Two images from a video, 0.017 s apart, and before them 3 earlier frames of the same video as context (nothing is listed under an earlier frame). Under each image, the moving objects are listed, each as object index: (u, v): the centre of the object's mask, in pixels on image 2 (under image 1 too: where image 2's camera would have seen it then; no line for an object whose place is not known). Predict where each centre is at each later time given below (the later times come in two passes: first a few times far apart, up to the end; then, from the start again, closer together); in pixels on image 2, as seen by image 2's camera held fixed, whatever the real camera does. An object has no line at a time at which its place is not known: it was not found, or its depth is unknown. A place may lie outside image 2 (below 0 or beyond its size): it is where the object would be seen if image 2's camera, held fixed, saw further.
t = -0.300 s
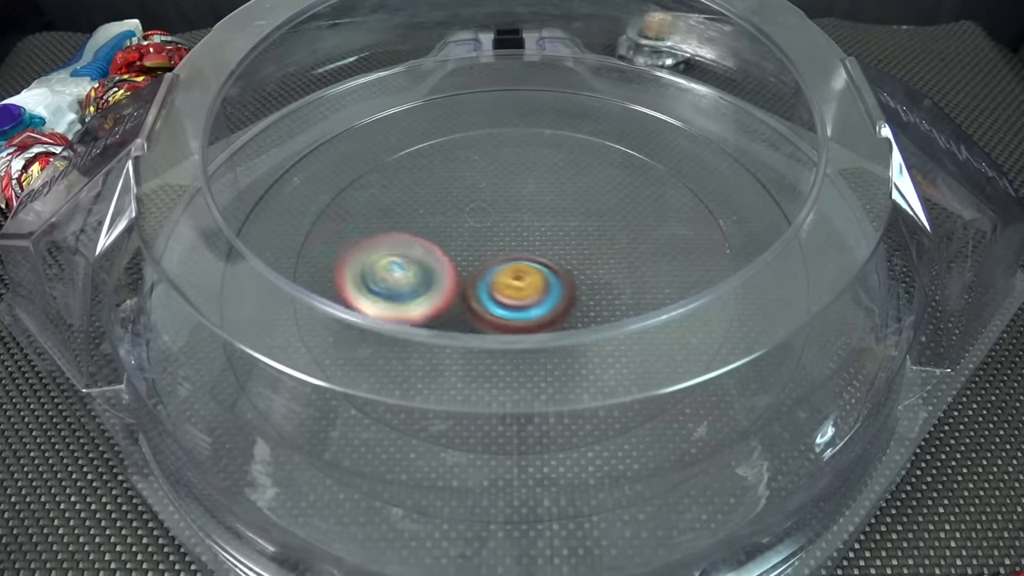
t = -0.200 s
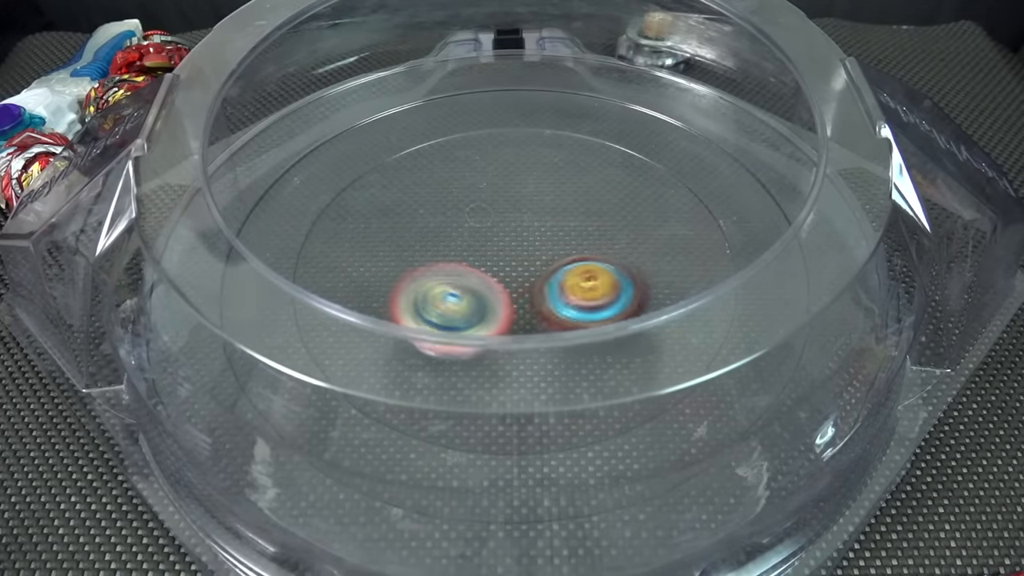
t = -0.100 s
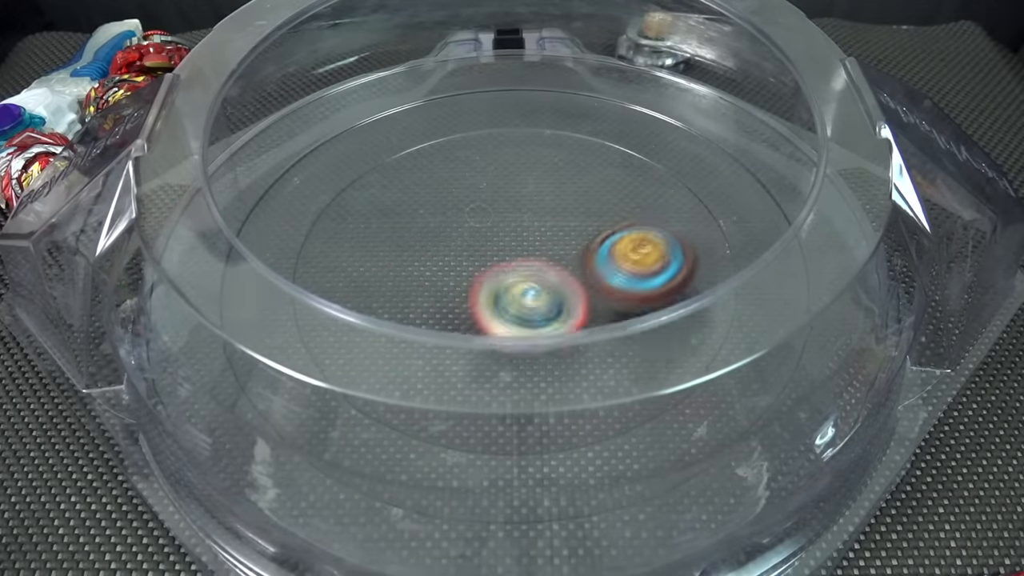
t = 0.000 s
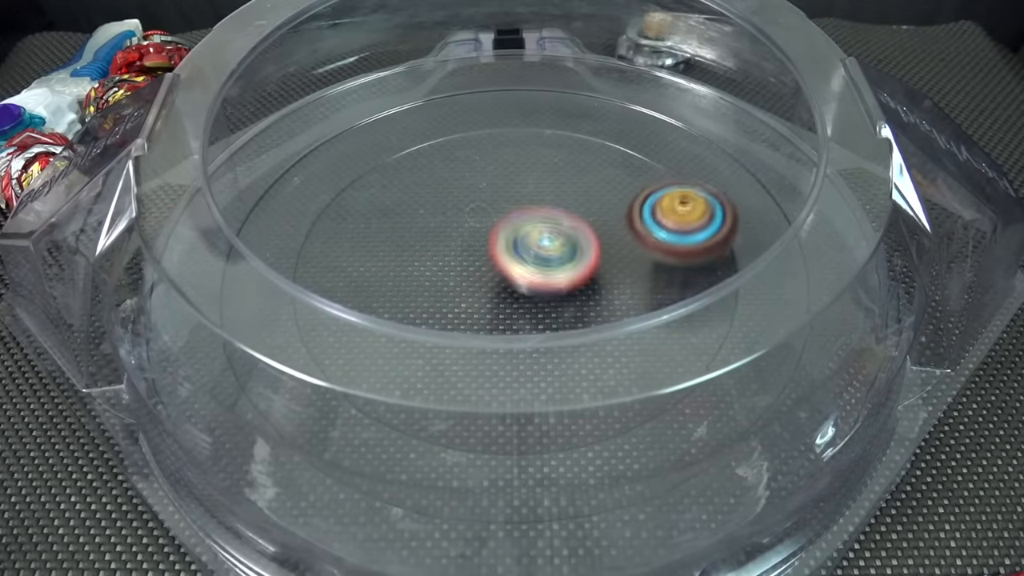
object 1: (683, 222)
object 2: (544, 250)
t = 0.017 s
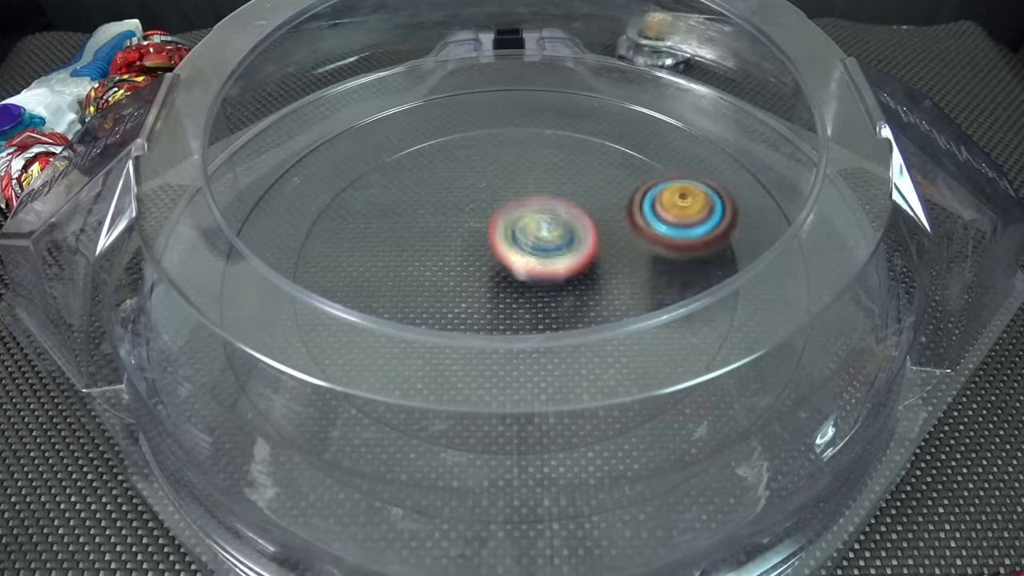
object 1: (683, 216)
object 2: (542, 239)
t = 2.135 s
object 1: (539, 270)
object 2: (785, 191)
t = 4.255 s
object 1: (507, 262)
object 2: (707, 258)
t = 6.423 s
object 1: (522, 269)
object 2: (508, 142)
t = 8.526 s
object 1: (512, 270)
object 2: (400, 284)
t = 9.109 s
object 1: (488, 266)
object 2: (566, 172)
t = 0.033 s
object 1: (682, 210)
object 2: (539, 226)
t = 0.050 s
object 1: (678, 205)
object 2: (534, 216)
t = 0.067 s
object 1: (673, 200)
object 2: (527, 205)
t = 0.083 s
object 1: (667, 197)
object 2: (519, 196)
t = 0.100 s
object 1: (658, 192)
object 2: (510, 188)
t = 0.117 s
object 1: (650, 189)
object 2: (501, 181)
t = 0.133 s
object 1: (641, 185)
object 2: (489, 174)
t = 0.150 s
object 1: (631, 183)
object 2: (478, 169)
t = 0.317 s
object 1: (515, 197)
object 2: (344, 180)
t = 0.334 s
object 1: (504, 202)
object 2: (332, 187)
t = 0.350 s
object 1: (491, 207)
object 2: (321, 196)
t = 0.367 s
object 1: (481, 213)
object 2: (313, 206)
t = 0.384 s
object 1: (473, 219)
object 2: (306, 218)
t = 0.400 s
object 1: (465, 227)
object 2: (303, 231)
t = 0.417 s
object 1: (459, 234)
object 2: (302, 246)
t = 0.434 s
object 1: (455, 241)
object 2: (303, 261)
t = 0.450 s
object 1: (453, 249)
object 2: (308, 277)
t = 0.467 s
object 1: (452, 256)
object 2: (316, 292)
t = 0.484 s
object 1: (452, 262)
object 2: (328, 308)
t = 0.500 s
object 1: (454, 270)
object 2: (342, 322)
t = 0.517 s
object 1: (457, 275)
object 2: (360, 336)
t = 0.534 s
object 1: (463, 279)
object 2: (381, 346)
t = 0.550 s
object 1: (469, 282)
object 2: (403, 358)
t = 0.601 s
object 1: (486, 288)
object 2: (479, 372)
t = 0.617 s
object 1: (491, 291)
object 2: (505, 373)
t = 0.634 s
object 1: (499, 289)
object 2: (532, 377)
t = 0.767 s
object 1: (555, 265)
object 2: (703, 316)
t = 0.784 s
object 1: (559, 262)
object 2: (717, 302)
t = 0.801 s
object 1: (562, 259)
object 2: (726, 286)
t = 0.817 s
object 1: (562, 256)
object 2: (733, 270)
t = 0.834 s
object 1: (562, 253)
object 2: (738, 252)
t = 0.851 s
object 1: (561, 251)
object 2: (740, 234)
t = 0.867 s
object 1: (558, 248)
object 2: (737, 216)
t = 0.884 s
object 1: (555, 246)
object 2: (739, 201)
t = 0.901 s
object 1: (550, 244)
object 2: (739, 187)
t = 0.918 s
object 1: (545, 243)
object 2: (736, 173)
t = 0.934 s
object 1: (540, 242)
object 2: (735, 162)
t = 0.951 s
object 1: (533, 242)
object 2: (731, 147)
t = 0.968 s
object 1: (527, 243)
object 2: (729, 137)
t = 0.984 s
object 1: (520, 244)
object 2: (726, 125)
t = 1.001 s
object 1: (514, 246)
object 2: (716, 114)
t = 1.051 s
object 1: (497, 253)
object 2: (680, 93)
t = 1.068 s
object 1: (492, 256)
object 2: (665, 87)
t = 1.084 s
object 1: (488, 259)
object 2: (648, 82)
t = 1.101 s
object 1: (486, 263)
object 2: (630, 77)
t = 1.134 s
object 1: (483, 270)
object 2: (593, 69)
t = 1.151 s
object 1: (484, 273)
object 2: (573, 65)
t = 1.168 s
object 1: (485, 275)
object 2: (552, 64)
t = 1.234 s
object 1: (494, 283)
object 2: (460, 67)
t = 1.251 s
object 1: (497, 284)
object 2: (436, 72)
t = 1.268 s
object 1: (500, 286)
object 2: (411, 78)
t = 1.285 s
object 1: (503, 287)
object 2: (386, 86)
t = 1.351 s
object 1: (520, 288)
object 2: (296, 145)
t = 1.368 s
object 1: (526, 289)
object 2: (278, 162)
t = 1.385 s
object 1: (531, 288)
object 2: (262, 178)
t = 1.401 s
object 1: (538, 288)
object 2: (249, 198)
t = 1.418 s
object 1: (542, 286)
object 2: (237, 214)
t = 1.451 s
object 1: (550, 282)
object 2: (221, 252)
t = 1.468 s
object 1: (554, 279)
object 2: (220, 272)
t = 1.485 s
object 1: (556, 276)
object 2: (221, 291)
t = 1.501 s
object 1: (557, 273)
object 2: (226, 313)
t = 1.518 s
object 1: (557, 270)
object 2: (235, 332)
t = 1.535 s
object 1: (555, 267)
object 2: (245, 348)
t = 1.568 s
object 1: (549, 262)
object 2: (267, 382)
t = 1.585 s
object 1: (545, 259)
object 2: (282, 397)
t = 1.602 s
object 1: (540, 258)
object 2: (296, 412)
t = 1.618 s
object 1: (535, 257)
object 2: (312, 425)
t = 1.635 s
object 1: (529, 257)
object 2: (332, 439)
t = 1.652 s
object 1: (523, 257)
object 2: (352, 452)
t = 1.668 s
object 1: (518, 258)
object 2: (371, 461)
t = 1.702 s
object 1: (508, 261)
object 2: (420, 479)
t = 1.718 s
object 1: (504, 264)
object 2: (446, 482)
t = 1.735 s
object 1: (500, 266)
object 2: (474, 486)
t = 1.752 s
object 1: (498, 269)
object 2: (502, 487)
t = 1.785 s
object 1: (494, 276)
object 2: (559, 483)
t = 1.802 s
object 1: (493, 280)
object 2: (586, 480)
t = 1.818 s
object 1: (494, 283)
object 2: (614, 474)
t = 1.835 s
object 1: (495, 286)
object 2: (642, 467)
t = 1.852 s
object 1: (497, 289)
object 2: (668, 457)
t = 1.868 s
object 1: (500, 292)
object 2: (692, 444)
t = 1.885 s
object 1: (502, 293)
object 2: (712, 431)
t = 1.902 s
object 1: (506, 295)
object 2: (730, 415)
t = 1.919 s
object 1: (510, 296)
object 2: (749, 400)
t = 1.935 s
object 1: (515, 297)
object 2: (765, 385)
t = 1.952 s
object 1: (521, 296)
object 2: (778, 368)
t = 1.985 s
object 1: (530, 295)
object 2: (796, 334)
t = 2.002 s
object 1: (535, 294)
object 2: (801, 316)
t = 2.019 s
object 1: (539, 292)
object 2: (807, 300)
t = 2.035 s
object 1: (541, 289)
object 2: (809, 284)
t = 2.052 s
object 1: (543, 286)
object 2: (808, 266)
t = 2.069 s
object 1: (544, 283)
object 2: (806, 249)
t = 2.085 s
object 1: (544, 279)
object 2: (804, 234)
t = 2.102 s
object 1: (544, 276)
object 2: (799, 220)
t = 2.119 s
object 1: (542, 273)
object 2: (792, 205)
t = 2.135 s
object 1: (539, 270)
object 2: (785, 191)
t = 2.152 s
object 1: (536, 268)
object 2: (769, 177)
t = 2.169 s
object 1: (532, 266)
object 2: (765, 166)
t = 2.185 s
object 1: (529, 264)
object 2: (756, 156)
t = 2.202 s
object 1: (525, 264)
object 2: (743, 144)
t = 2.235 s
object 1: (517, 263)
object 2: (718, 125)
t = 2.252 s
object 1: (513, 264)
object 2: (704, 117)
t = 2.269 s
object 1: (508, 265)
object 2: (690, 110)
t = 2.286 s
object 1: (505, 267)
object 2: (674, 102)
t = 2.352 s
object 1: (495, 276)
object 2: (616, 82)
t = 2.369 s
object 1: (494, 278)
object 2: (603, 79)
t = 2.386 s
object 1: (494, 280)
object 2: (589, 77)
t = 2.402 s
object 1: (495, 283)
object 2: (579, 76)
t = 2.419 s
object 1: (495, 285)
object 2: (566, 74)
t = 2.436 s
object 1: (497, 286)
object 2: (556, 74)
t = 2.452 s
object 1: (499, 288)
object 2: (546, 73)
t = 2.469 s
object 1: (501, 289)
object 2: (537, 74)
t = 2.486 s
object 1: (503, 290)
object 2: (528, 76)
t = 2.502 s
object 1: (505, 291)
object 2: (519, 78)
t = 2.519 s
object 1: (507, 291)
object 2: (511, 81)
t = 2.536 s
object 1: (510, 291)
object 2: (502, 84)
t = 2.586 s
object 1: (518, 288)
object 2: (479, 95)
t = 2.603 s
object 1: (520, 287)
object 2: (472, 100)
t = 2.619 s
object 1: (522, 285)
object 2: (464, 106)
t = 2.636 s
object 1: (523, 283)
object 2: (456, 115)
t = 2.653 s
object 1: (524, 281)
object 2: (448, 123)
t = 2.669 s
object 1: (524, 278)
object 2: (439, 134)
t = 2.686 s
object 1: (525, 276)
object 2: (429, 144)
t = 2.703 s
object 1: (523, 273)
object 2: (419, 156)
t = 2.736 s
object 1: (520, 269)
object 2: (400, 181)
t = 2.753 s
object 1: (519, 267)
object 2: (392, 196)
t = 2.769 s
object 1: (516, 266)
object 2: (385, 210)
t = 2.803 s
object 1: (512, 264)
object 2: (377, 241)
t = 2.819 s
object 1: (509, 264)
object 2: (375, 258)
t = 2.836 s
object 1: (507, 265)
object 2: (378, 271)
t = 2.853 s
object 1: (504, 265)
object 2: (381, 287)
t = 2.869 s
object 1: (503, 266)
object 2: (387, 303)
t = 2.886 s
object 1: (501, 267)
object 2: (396, 318)
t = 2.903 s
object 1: (498, 269)
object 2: (409, 333)
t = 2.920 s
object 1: (497, 270)
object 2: (421, 347)
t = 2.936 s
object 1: (496, 272)
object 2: (438, 358)
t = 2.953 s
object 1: (495, 274)
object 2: (456, 369)
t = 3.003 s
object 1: (494, 278)
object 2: (518, 389)
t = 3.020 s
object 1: (494, 280)
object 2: (539, 393)
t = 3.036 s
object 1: (495, 281)
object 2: (563, 392)
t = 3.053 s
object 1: (497, 281)
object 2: (584, 391)
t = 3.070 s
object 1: (499, 282)
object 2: (606, 387)
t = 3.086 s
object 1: (501, 282)
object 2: (627, 383)
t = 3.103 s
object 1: (502, 282)
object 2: (647, 377)
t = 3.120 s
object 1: (504, 281)
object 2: (662, 365)
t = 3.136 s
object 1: (507, 280)
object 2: (679, 355)
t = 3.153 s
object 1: (507, 279)
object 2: (692, 344)
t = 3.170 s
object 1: (509, 278)
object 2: (705, 331)
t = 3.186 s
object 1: (510, 277)
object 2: (714, 317)
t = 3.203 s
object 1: (511, 276)
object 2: (723, 304)
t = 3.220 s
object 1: (511, 274)
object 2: (729, 291)
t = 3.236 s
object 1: (512, 273)
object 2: (733, 277)
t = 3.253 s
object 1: (512, 272)
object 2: (734, 263)
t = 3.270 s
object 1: (512, 272)
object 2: (733, 248)
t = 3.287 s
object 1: (512, 270)
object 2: (724, 232)
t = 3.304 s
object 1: (511, 270)
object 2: (724, 222)
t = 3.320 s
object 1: (511, 269)
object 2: (717, 211)
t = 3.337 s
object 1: (509, 268)
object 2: (708, 199)
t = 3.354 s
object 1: (509, 267)
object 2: (698, 189)
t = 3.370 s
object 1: (507, 267)
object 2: (687, 179)
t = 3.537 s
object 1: (501, 266)
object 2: (524, 137)
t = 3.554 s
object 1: (500, 267)
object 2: (506, 139)
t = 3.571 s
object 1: (499, 267)
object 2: (488, 142)
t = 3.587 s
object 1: (499, 267)
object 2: (471, 146)
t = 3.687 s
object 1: (500, 267)
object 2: (380, 198)
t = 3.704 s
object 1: (500, 267)
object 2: (369, 210)
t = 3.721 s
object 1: (500, 267)
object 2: (361, 223)
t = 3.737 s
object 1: (501, 267)
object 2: (354, 237)
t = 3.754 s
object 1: (501, 267)
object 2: (349, 251)
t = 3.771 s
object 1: (501, 267)
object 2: (348, 263)
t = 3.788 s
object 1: (502, 266)
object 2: (346, 279)
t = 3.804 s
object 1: (503, 266)
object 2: (347, 294)
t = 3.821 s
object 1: (504, 265)
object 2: (351, 309)
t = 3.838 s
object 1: (504, 266)
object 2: (357, 324)
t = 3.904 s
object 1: (505, 265)
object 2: (403, 380)
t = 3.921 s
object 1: (505, 265)
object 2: (419, 391)
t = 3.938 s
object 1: (505, 265)
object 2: (438, 398)
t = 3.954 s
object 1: (505, 264)
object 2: (459, 405)
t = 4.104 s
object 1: (506, 263)
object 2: (650, 382)
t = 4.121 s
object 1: (506, 263)
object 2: (665, 371)
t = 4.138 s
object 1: (506, 262)
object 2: (682, 360)
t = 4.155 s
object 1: (506, 262)
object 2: (689, 343)
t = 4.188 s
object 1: (506, 262)
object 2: (704, 314)
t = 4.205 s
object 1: (507, 262)
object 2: (708, 299)
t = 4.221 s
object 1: (507, 263)
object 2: (710, 285)
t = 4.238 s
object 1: (507, 262)
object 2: (710, 273)
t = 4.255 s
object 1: (507, 262)
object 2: (707, 258)
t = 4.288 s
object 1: (508, 262)
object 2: (698, 235)
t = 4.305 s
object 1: (508, 262)
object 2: (690, 223)
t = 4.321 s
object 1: (508, 262)
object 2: (680, 212)
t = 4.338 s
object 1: (508, 262)
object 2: (670, 202)
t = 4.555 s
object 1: (513, 259)
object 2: (458, 159)
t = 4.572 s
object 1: (513, 258)
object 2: (441, 164)
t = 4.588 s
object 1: (513, 258)
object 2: (425, 169)
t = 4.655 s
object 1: (513, 259)
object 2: (368, 201)
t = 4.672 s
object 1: (513, 258)
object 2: (358, 210)
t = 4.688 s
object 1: (513, 259)
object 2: (349, 222)
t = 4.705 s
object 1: (513, 259)
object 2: (341, 234)
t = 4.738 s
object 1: (513, 259)
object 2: (333, 256)
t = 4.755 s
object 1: (513, 259)
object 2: (329, 270)
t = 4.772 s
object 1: (514, 259)
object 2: (328, 284)
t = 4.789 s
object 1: (514, 259)
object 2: (329, 297)
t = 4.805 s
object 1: (514, 259)
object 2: (332, 310)
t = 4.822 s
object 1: (514, 259)
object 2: (337, 323)
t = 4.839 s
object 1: (514, 259)
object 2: (345, 336)
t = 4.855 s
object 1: (514, 260)
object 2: (355, 350)
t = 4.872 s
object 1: (514, 260)
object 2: (367, 363)
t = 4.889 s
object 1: (515, 260)
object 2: (380, 373)
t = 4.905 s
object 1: (515, 260)
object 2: (395, 385)
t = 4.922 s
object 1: (515, 260)
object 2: (412, 391)
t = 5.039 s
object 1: (516, 259)
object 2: (557, 401)
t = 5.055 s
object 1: (516, 259)
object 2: (577, 395)
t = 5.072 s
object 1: (517, 259)
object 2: (597, 389)
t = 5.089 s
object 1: (517, 259)
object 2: (614, 382)
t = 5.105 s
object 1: (517, 260)
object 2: (628, 367)
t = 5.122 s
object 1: (518, 260)
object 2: (640, 356)
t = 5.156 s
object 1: (518, 260)
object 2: (660, 329)
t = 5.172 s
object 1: (518, 260)
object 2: (667, 315)
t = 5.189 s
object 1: (519, 260)
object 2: (671, 302)
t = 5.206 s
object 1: (519, 260)
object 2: (673, 289)
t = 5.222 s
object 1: (519, 260)
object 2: (674, 274)
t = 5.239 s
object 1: (519, 260)
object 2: (671, 260)
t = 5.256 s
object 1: (520, 260)
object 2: (669, 250)
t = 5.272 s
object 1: (520, 261)
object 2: (664, 237)
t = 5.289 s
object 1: (520, 262)
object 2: (656, 225)
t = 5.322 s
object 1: (520, 262)
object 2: (636, 203)
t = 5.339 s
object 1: (521, 262)
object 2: (625, 193)
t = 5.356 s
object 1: (521, 262)
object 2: (612, 184)
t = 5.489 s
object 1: (524, 262)
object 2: (487, 151)
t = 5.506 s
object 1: (524, 262)
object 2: (472, 152)
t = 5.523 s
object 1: (525, 262)
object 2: (456, 153)
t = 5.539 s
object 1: (525, 262)
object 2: (440, 156)
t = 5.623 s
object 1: (525, 262)
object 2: (372, 186)
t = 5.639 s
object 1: (525, 262)
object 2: (362, 194)
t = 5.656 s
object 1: (525, 262)
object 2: (352, 204)
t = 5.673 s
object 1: (525, 263)
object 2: (344, 215)
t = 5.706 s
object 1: (525, 263)
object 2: (334, 238)
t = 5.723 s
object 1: (525, 263)
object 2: (331, 249)
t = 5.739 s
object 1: (525, 263)
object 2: (333, 258)
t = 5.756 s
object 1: (525, 263)
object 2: (331, 274)
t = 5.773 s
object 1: (525, 264)
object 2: (334, 287)
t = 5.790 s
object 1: (525, 264)
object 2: (339, 300)
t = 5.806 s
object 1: (525, 264)
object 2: (347, 312)
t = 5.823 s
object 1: (525, 264)
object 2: (357, 323)
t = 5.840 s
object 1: (526, 264)
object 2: (369, 335)
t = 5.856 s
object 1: (526, 264)
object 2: (383, 345)
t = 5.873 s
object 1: (526, 264)
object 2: (399, 354)
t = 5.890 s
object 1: (525, 265)
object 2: (416, 363)
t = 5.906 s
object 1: (525, 265)
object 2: (435, 369)
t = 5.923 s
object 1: (525, 265)
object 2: (454, 374)
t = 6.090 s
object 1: (526, 266)
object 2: (632, 322)
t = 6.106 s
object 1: (526, 266)
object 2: (641, 309)
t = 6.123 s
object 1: (526, 266)
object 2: (648, 297)
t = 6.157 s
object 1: (526, 266)
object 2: (655, 269)
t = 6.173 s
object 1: (526, 266)
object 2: (658, 259)
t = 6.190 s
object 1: (525, 267)
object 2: (658, 248)
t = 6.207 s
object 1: (525, 267)
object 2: (655, 234)
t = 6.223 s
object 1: (524, 267)
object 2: (650, 222)
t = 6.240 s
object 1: (523, 267)
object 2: (644, 211)
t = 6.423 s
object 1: (522, 269)
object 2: (508, 142)
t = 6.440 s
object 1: (522, 269)
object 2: (493, 142)
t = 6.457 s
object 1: (521, 269)
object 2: (478, 143)
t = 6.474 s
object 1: (521, 269)
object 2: (464, 145)
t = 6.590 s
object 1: (520, 270)
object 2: (380, 190)
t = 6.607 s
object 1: (520, 270)
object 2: (373, 200)
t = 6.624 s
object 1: (520, 270)
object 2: (367, 211)
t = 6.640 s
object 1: (520, 270)
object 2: (363, 223)
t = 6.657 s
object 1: (519, 270)
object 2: (361, 235)
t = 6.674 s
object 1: (519, 270)
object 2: (360, 248)
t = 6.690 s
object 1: (519, 270)
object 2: (362, 259)
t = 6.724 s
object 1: (518, 271)
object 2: (371, 284)
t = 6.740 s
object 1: (518, 271)
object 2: (378, 298)
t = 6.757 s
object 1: (517, 271)
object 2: (386, 309)
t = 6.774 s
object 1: (517, 271)
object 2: (398, 321)
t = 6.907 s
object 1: (517, 270)
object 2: (540, 360)
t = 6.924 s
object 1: (517, 271)
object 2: (557, 356)
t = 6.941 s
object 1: (517, 271)
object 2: (576, 352)
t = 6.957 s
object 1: (517, 272)
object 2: (593, 345)
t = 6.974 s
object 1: (517, 272)
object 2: (609, 337)
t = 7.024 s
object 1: (516, 272)
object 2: (644, 307)
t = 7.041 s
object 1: (516, 272)
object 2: (652, 297)
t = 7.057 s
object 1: (516, 272)
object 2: (659, 285)
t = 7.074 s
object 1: (516, 272)
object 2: (664, 272)
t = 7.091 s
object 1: (515, 272)
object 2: (666, 260)
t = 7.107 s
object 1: (515, 271)
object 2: (668, 250)
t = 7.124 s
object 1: (515, 271)
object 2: (668, 239)
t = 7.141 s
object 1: (515, 270)
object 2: (664, 227)
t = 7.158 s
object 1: (515, 271)
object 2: (661, 216)
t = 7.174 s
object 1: (515, 271)
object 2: (654, 206)
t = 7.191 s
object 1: (514, 271)
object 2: (647, 196)
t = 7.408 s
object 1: (513, 271)
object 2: (483, 153)
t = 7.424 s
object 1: (513, 271)
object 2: (469, 158)
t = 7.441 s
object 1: (513, 271)
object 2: (456, 163)
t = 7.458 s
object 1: (513, 271)
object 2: (444, 169)
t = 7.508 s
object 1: (513, 271)
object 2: (413, 195)
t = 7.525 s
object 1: (513, 271)
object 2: (404, 205)
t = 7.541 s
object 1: (512, 270)
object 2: (397, 216)
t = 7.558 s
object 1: (512, 270)
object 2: (392, 228)
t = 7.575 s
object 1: (512, 270)
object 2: (390, 240)
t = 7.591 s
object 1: (512, 270)
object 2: (388, 253)
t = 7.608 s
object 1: (512, 270)
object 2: (389, 265)
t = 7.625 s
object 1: (511, 270)
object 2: (393, 275)
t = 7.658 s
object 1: (511, 269)
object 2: (406, 299)
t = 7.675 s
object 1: (512, 269)
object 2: (415, 311)
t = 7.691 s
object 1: (512, 268)
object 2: (427, 321)
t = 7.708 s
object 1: (512, 268)
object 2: (439, 331)
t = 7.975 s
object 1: (510, 268)
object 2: (662, 284)
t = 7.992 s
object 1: (510, 267)
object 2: (666, 273)
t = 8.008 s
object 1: (510, 267)
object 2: (667, 261)
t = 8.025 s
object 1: (510, 267)
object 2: (668, 253)
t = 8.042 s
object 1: (510, 267)
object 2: (666, 242)
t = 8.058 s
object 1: (510, 267)
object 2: (662, 233)
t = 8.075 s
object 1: (509, 267)
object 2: (657, 223)
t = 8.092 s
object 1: (509, 266)
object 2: (650, 215)
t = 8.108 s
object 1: (510, 266)
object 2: (642, 207)
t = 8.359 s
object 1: (511, 268)
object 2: (444, 196)
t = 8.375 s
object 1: (511, 269)
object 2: (433, 201)
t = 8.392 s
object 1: (512, 269)
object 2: (424, 208)
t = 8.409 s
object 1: (512, 270)
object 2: (415, 216)
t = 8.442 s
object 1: (512, 270)
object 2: (402, 235)
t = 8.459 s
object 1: (512, 271)
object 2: (397, 245)
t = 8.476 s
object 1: (511, 270)
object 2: (395, 256)
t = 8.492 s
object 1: (512, 270)
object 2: (394, 267)
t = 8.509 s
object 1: (511, 270)
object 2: (396, 276)
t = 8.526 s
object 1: (512, 270)
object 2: (400, 284)
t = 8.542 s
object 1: (512, 269)
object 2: (404, 296)
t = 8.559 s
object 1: (512, 268)
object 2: (411, 306)
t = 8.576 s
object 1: (512, 267)
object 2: (420, 316)
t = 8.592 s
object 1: (513, 266)
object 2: (430, 326)
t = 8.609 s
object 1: (513, 266)
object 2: (443, 333)
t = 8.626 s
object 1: (513, 265)
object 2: (455, 339)
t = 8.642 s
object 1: (513, 264)
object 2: (470, 344)
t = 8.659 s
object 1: (513, 264)
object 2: (485, 349)
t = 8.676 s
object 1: (513, 263)
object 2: (500, 351)
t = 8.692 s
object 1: (513, 263)
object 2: (517, 352)
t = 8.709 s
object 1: (513, 263)
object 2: (532, 351)
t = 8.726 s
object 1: (512, 264)
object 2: (547, 349)
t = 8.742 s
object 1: (513, 264)
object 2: (562, 345)
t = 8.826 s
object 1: (514, 265)
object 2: (617, 307)
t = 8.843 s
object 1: (514, 265)
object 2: (625, 297)
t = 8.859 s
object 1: (514, 265)
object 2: (629, 286)
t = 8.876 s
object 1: (514, 265)
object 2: (630, 275)
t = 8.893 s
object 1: (514, 265)
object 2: (632, 267)
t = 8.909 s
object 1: (513, 265)
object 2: (632, 257)
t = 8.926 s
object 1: (513, 265)
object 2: (628, 247)
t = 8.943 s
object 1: (513, 265)
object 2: (624, 237)
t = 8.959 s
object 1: (510, 265)
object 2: (621, 228)
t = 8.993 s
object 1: (500, 265)
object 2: (620, 211)
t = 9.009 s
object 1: (496, 264)
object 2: (616, 203)
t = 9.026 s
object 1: (493, 264)
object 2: (611, 197)
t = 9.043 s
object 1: (491, 265)
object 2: (604, 191)
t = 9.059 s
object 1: (489, 265)
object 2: (596, 185)
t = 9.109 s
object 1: (488, 266)
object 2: (566, 172)
